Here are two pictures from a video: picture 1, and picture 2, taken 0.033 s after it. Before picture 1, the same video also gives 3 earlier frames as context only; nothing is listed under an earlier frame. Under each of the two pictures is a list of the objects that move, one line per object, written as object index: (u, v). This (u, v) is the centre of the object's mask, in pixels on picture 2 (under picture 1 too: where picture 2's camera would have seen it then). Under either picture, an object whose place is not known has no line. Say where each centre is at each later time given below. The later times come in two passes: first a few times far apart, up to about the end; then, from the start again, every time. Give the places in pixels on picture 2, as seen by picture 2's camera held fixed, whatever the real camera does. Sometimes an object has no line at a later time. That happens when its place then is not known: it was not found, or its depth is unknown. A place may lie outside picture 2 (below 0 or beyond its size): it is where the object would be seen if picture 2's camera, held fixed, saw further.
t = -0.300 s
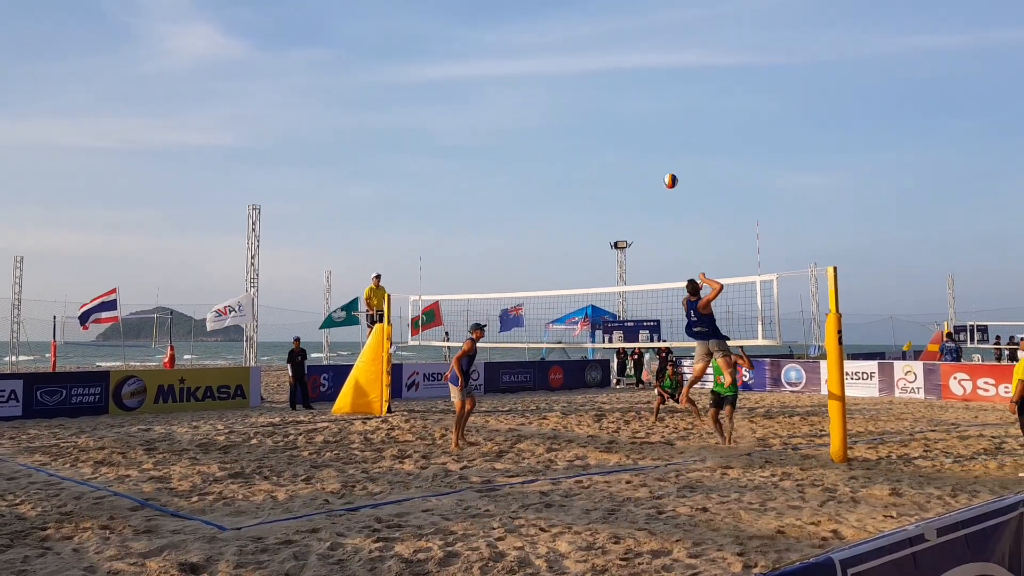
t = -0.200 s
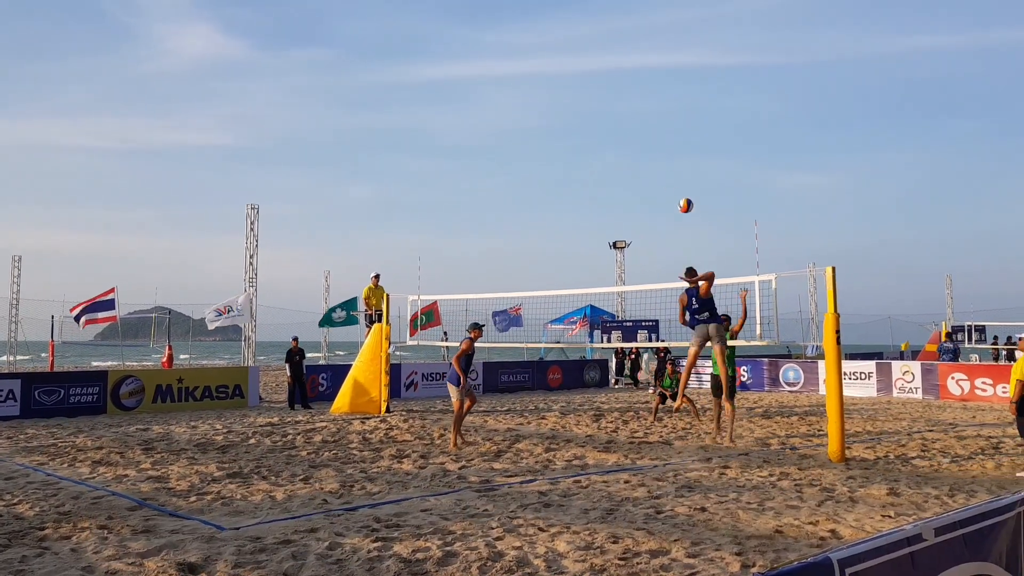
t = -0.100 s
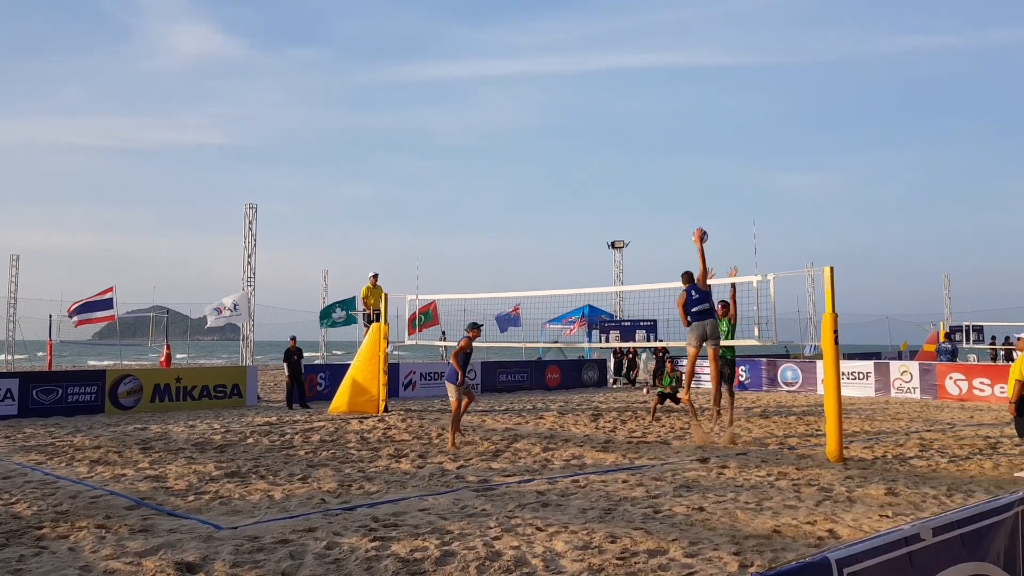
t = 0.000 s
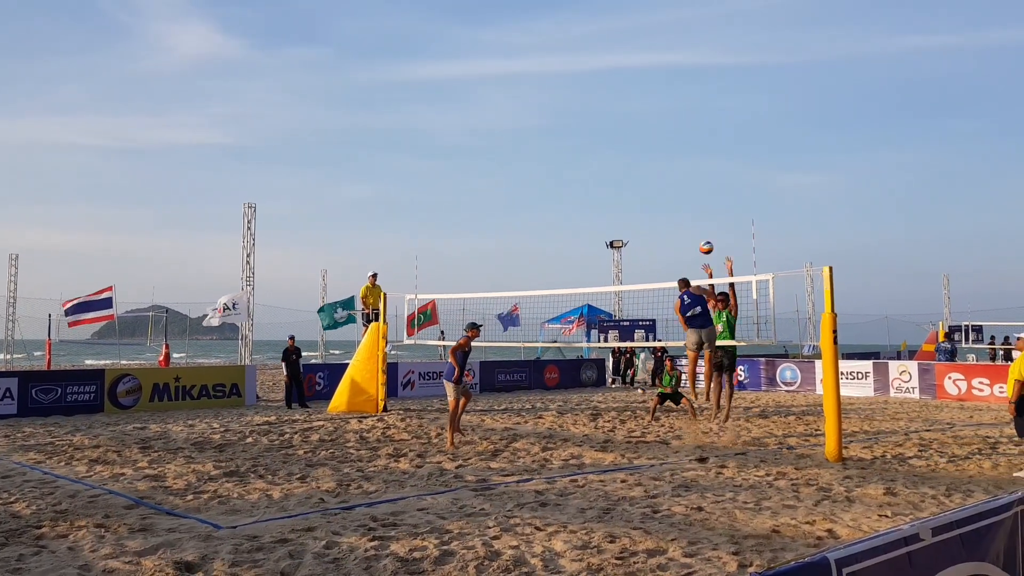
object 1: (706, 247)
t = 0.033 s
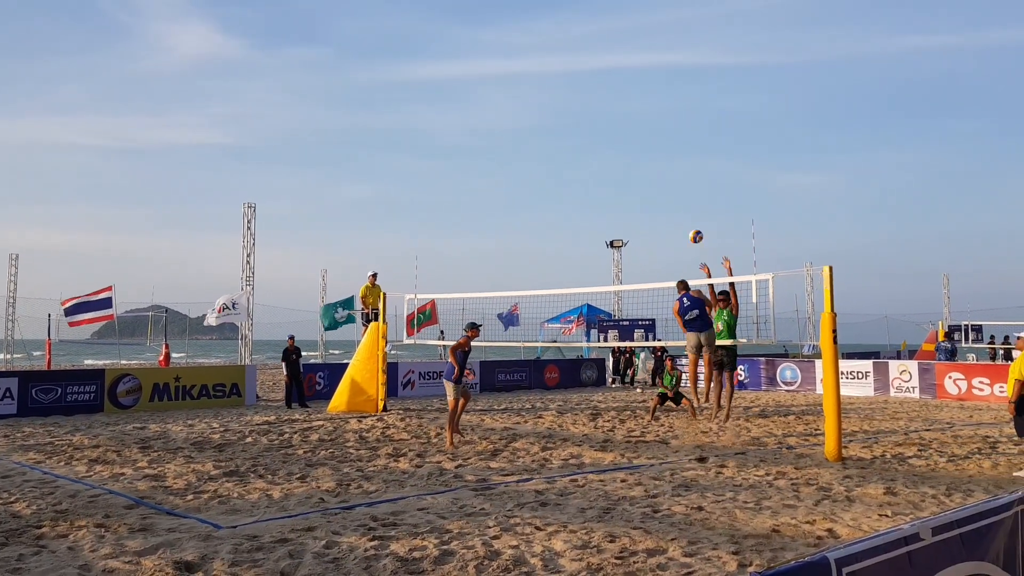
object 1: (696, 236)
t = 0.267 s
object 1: (626, 185)
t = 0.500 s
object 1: (565, 171)
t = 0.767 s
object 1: (508, 193)
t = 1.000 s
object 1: (464, 240)
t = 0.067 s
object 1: (685, 226)
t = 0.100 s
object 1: (675, 217)
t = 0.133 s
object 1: (666, 209)
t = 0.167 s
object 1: (656, 202)
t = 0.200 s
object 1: (646, 195)
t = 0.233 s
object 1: (636, 189)
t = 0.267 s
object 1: (626, 185)
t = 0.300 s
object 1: (617, 181)
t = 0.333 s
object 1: (608, 177)
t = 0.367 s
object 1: (598, 175)
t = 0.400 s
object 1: (590, 173)
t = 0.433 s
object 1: (581, 172)
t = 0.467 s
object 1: (573, 171)
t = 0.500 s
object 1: (565, 171)
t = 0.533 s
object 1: (557, 172)
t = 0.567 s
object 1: (549, 173)
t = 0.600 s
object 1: (541, 175)
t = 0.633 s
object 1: (535, 177)
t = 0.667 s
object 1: (528, 181)
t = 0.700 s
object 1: (521, 185)
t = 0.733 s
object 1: (514, 189)
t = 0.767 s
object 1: (508, 193)
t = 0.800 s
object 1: (501, 198)
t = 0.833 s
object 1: (495, 204)
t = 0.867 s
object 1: (488, 210)
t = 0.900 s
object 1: (482, 217)
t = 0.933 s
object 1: (476, 225)
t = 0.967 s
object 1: (470, 232)
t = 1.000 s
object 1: (464, 240)
